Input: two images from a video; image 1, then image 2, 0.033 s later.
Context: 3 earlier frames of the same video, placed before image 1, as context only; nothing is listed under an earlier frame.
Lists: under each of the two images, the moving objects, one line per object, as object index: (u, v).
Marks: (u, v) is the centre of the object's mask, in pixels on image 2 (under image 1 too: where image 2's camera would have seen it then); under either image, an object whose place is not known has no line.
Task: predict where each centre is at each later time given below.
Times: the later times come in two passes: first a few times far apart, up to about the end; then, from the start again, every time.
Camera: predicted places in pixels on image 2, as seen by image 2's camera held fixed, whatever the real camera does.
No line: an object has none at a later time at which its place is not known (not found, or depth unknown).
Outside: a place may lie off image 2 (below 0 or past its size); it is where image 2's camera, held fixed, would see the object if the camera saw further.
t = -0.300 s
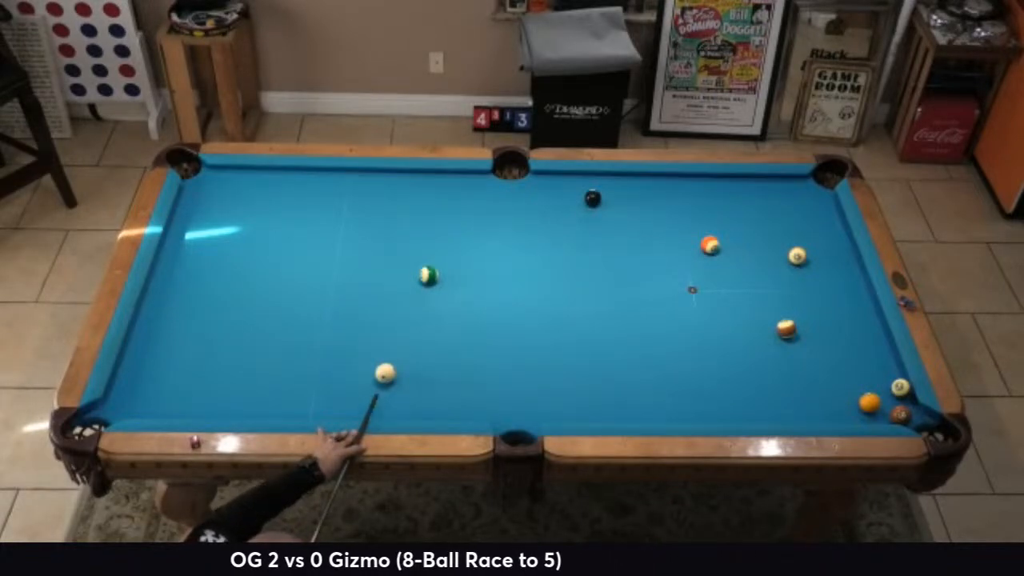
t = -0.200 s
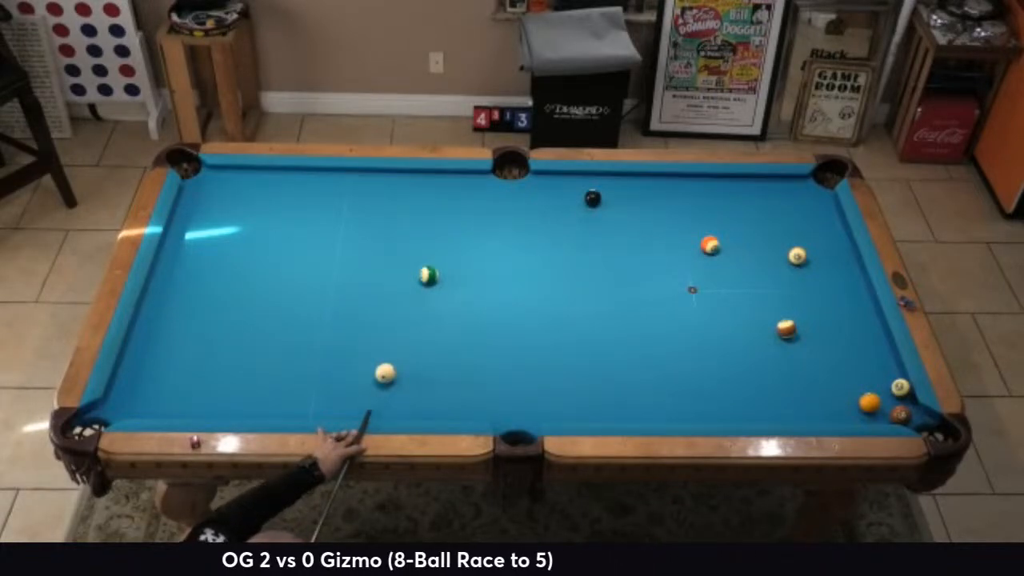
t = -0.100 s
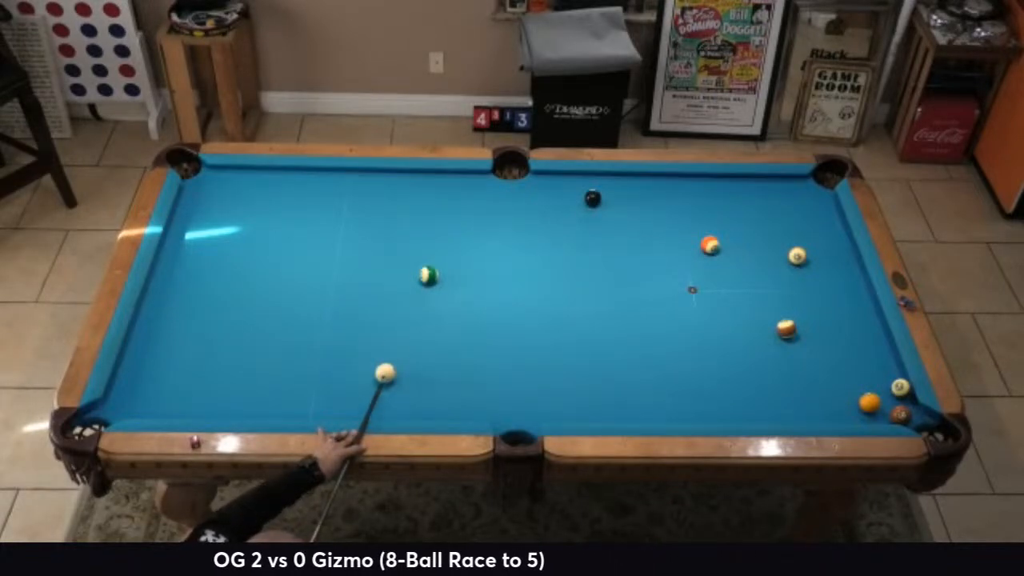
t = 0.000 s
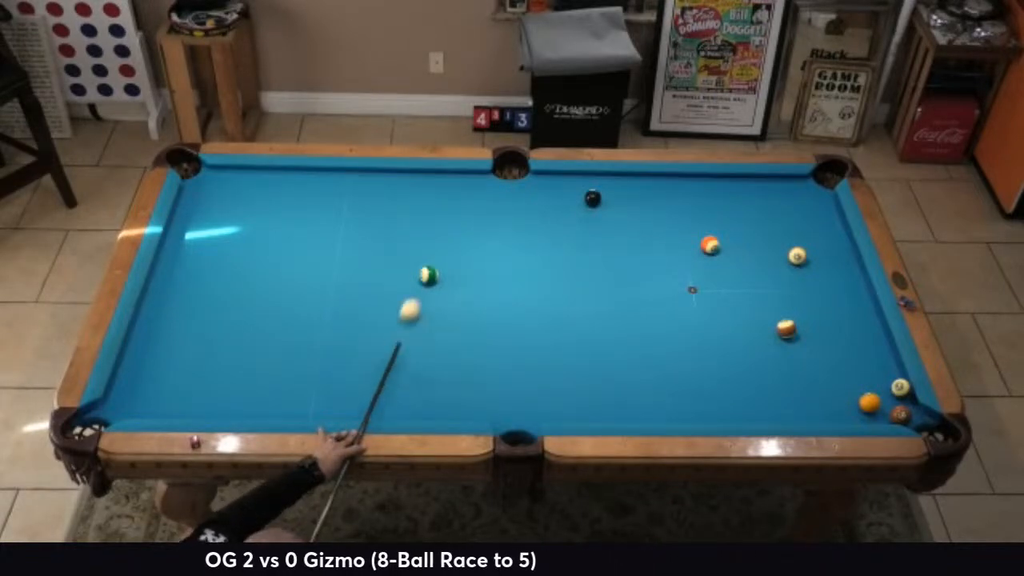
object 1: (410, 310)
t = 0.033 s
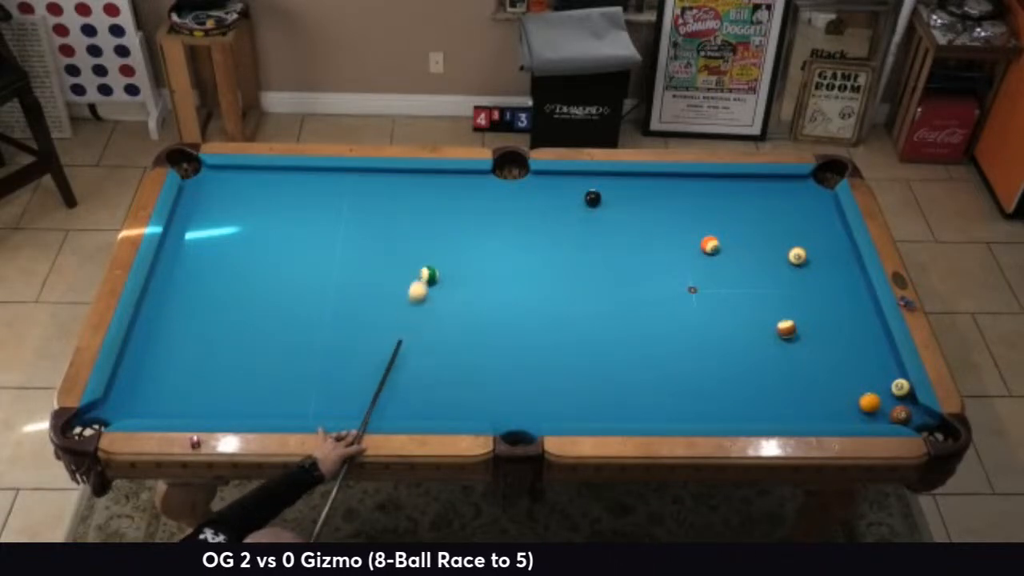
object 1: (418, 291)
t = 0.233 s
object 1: (401, 266)
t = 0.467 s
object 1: (391, 228)
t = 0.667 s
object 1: (384, 199)
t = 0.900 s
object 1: (377, 176)
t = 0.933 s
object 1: (377, 179)
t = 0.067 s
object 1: (416, 285)
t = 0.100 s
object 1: (412, 282)
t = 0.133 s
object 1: (408, 279)
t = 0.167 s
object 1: (405, 275)
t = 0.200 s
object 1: (403, 271)
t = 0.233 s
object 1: (401, 266)
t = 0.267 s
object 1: (399, 260)
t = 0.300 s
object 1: (398, 254)
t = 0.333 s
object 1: (396, 249)
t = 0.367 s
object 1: (395, 244)
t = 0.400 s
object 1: (394, 239)
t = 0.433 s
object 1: (392, 234)
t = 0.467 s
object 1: (391, 228)
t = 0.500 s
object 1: (390, 223)
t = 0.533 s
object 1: (389, 218)
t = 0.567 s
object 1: (387, 214)
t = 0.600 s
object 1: (386, 209)
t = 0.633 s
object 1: (385, 204)
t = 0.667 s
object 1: (384, 199)
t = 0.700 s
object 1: (382, 195)
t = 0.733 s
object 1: (381, 190)
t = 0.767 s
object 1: (380, 186)
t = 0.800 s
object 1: (379, 181)
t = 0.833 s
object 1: (378, 177)
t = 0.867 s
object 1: (377, 174)
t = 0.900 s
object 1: (377, 176)
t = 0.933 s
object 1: (377, 179)
